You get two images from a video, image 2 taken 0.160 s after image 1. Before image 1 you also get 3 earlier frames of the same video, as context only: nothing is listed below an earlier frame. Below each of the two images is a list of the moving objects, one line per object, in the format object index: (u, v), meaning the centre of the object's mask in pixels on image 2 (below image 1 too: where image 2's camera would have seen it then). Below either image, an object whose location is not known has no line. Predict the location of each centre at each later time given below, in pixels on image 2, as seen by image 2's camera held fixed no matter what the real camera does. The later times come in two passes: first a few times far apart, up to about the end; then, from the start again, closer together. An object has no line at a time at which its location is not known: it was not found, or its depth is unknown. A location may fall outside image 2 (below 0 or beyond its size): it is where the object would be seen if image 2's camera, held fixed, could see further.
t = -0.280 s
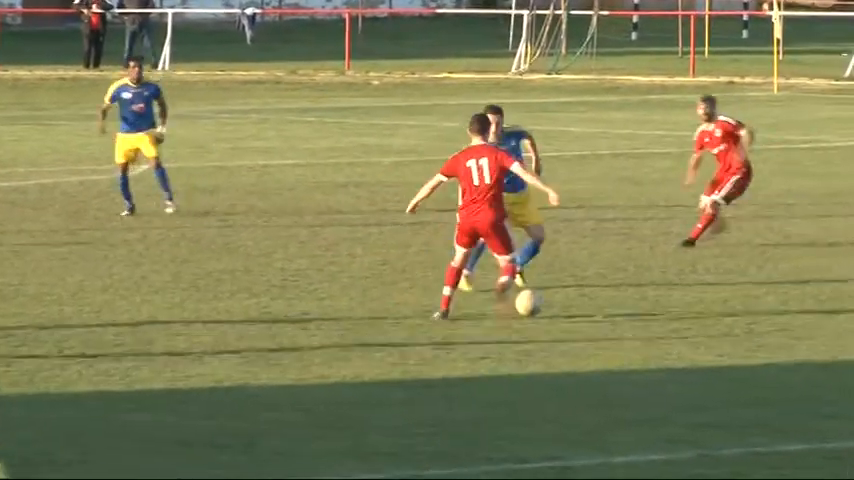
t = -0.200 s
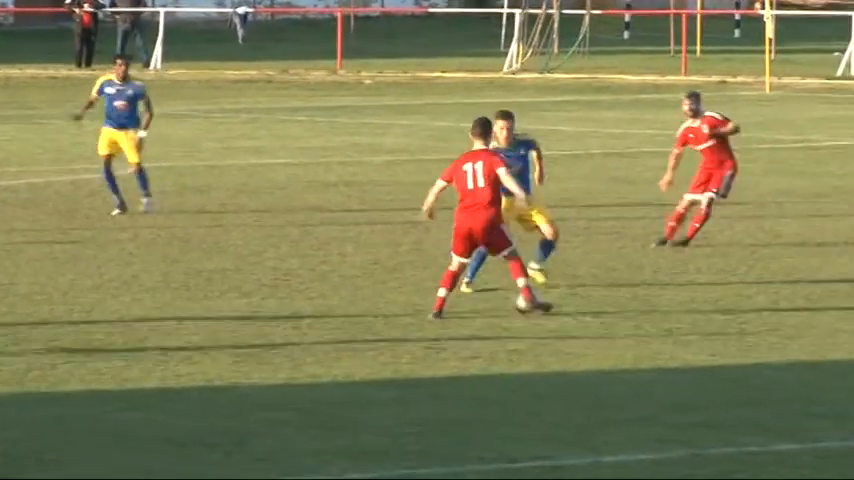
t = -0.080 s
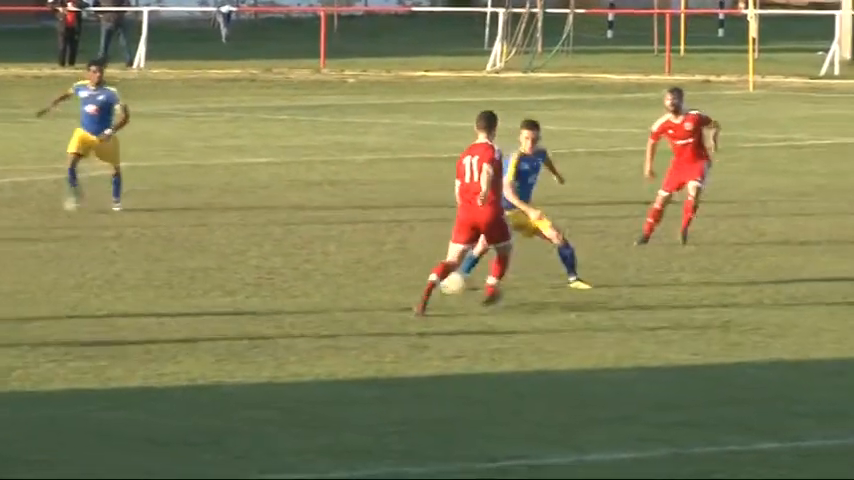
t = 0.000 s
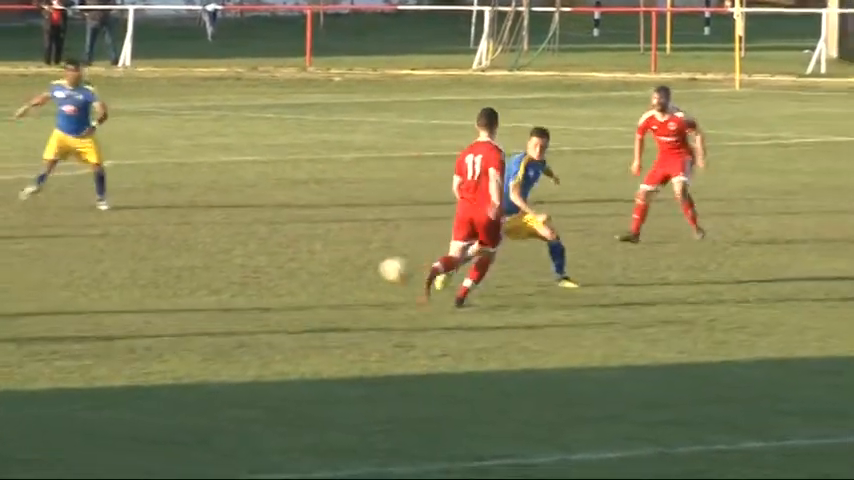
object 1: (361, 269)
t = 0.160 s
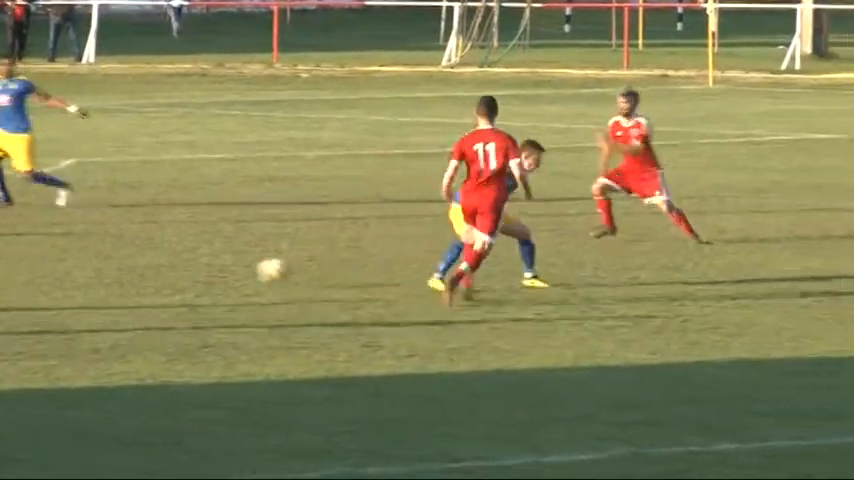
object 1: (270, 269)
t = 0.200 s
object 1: (248, 274)
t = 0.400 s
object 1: (176, 249)
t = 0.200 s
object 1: (248, 274)
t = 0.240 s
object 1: (234, 266)
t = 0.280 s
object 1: (218, 259)
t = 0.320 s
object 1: (203, 254)
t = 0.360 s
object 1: (188, 250)
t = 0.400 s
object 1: (176, 249)
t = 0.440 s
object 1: (164, 249)
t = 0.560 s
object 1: (122, 256)
